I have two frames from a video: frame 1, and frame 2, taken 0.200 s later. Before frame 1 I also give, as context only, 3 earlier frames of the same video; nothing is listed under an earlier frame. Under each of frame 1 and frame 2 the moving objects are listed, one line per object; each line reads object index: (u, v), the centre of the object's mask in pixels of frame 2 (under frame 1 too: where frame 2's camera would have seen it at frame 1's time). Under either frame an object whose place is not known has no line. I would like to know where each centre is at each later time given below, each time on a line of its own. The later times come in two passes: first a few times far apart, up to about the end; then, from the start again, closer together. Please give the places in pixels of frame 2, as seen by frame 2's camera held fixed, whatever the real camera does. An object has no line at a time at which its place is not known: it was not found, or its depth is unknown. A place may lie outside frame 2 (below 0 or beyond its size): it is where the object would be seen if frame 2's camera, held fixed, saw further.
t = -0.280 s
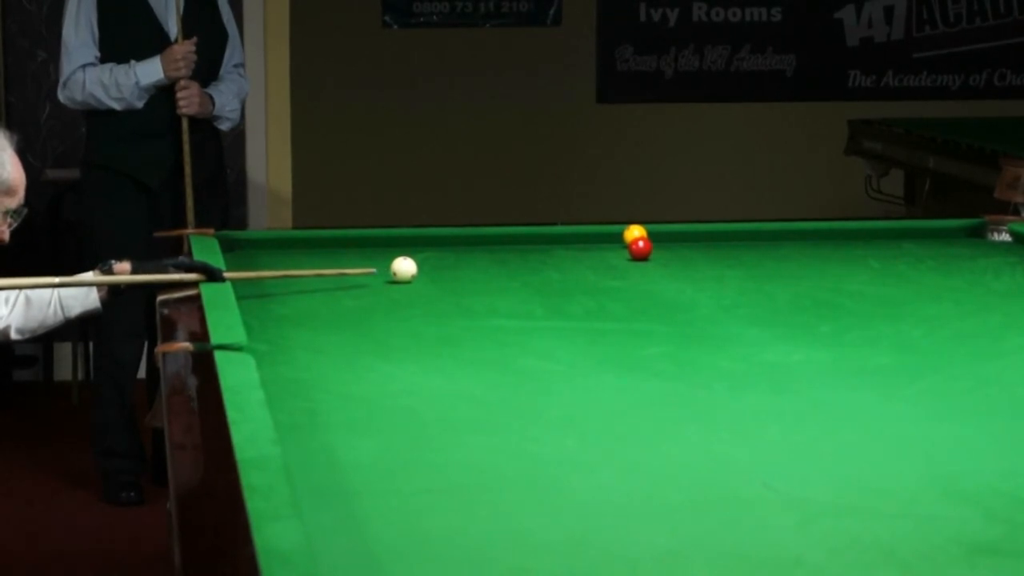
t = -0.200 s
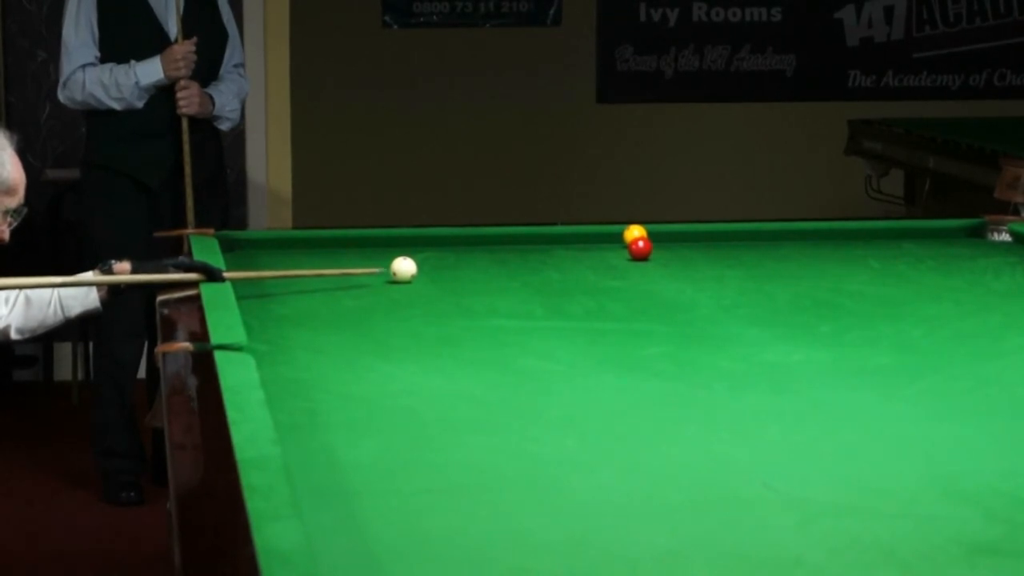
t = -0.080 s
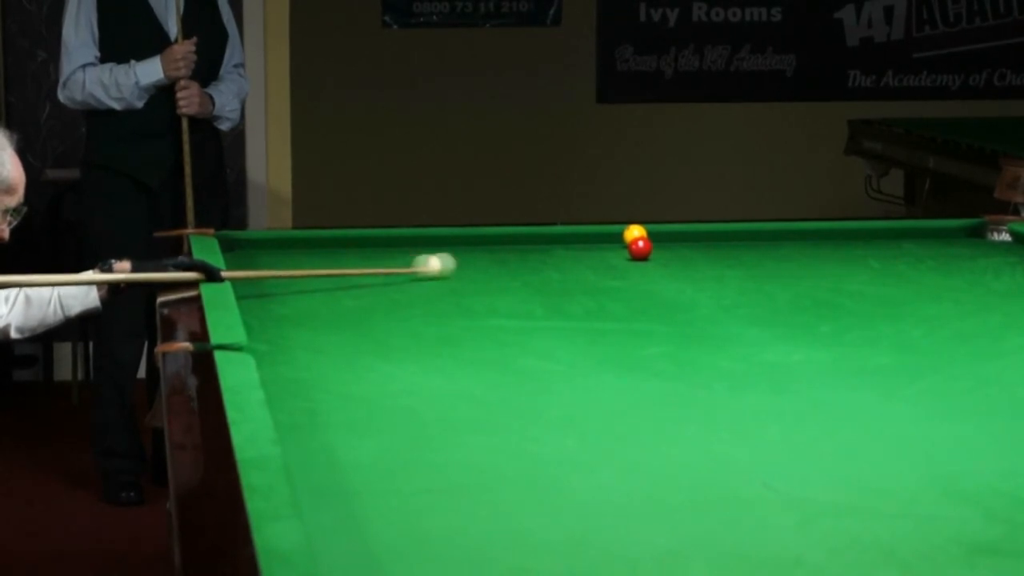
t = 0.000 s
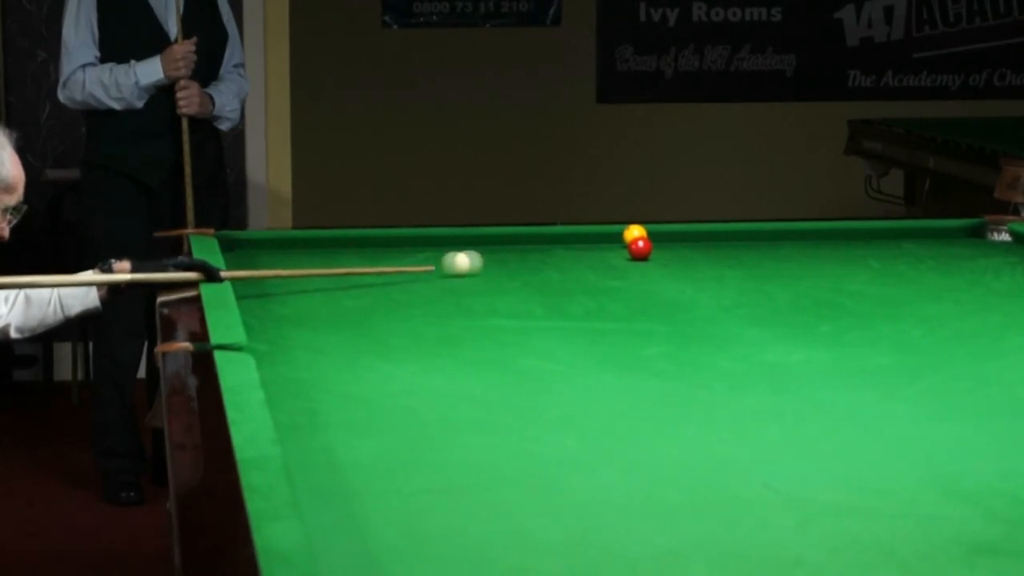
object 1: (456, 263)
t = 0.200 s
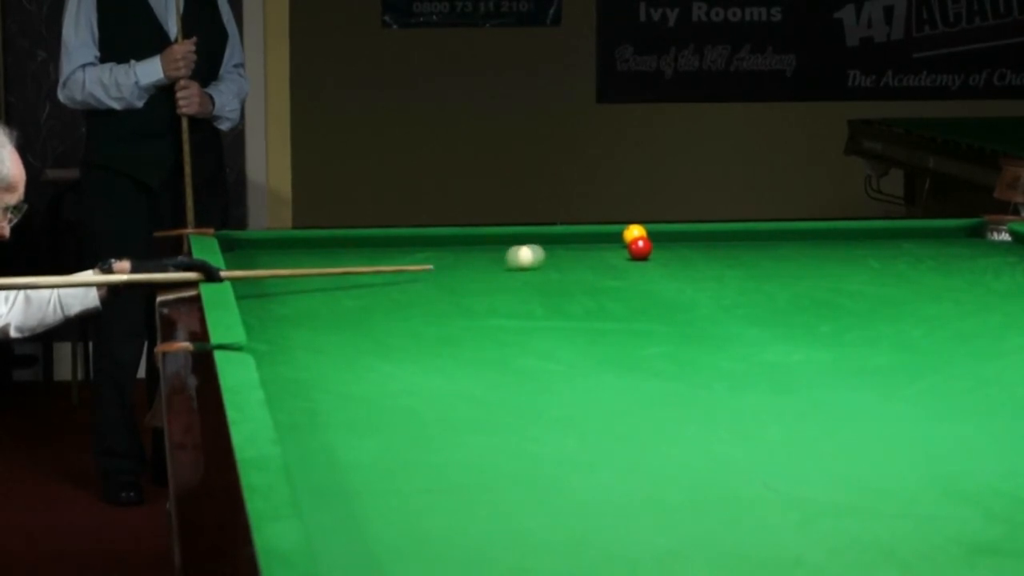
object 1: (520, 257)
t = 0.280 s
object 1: (544, 255)
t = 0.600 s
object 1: (617, 247)
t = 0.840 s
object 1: (627, 242)
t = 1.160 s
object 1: (644, 238)
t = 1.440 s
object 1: (659, 237)
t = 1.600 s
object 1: (667, 236)
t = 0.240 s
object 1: (532, 256)
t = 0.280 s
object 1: (544, 255)
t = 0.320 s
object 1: (556, 254)
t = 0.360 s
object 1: (568, 253)
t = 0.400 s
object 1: (580, 251)
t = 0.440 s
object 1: (591, 250)
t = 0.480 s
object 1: (603, 249)
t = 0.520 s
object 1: (613, 248)
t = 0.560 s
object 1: (615, 247)
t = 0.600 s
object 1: (617, 247)
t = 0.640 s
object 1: (618, 246)
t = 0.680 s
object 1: (620, 245)
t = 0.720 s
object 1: (622, 244)
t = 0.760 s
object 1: (624, 244)
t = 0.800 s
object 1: (625, 243)
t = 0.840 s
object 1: (627, 242)
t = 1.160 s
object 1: (644, 238)
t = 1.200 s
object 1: (646, 238)
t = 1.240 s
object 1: (649, 237)
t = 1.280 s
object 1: (651, 237)
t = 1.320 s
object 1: (653, 237)
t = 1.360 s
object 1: (655, 237)
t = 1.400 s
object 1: (657, 237)
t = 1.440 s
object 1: (659, 237)
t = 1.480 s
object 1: (661, 237)
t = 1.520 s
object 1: (663, 236)
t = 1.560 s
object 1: (665, 237)
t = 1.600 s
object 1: (667, 236)
